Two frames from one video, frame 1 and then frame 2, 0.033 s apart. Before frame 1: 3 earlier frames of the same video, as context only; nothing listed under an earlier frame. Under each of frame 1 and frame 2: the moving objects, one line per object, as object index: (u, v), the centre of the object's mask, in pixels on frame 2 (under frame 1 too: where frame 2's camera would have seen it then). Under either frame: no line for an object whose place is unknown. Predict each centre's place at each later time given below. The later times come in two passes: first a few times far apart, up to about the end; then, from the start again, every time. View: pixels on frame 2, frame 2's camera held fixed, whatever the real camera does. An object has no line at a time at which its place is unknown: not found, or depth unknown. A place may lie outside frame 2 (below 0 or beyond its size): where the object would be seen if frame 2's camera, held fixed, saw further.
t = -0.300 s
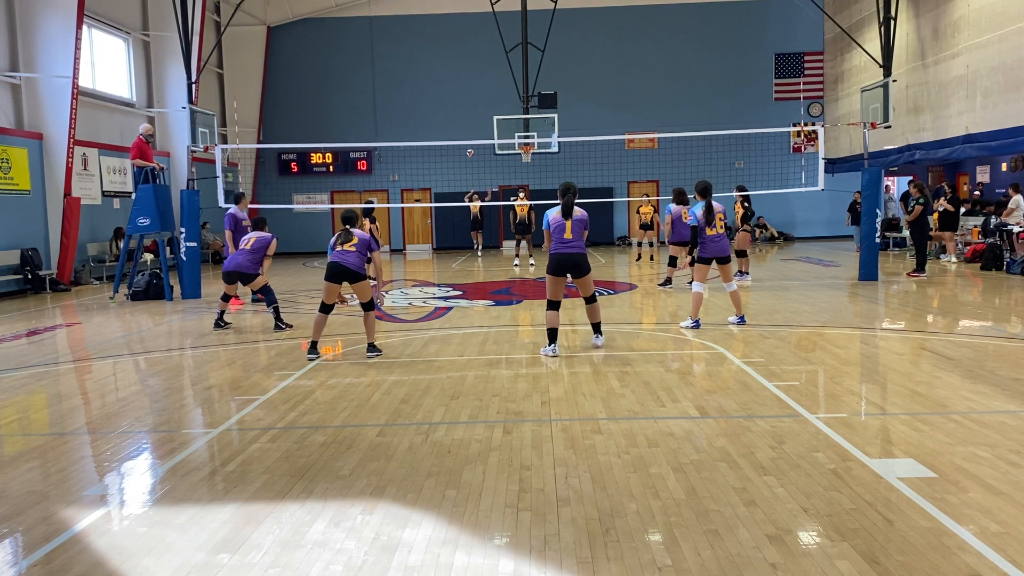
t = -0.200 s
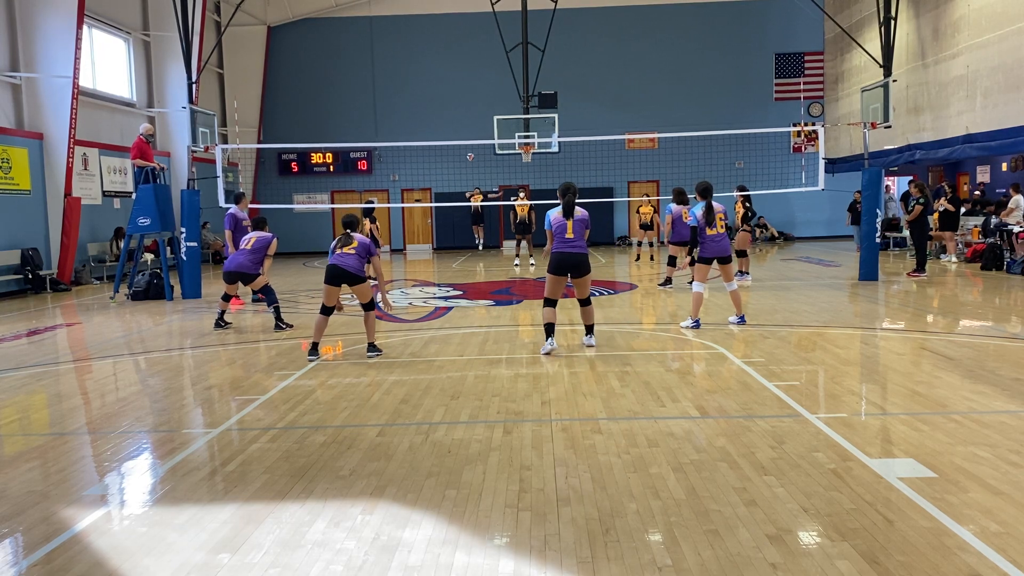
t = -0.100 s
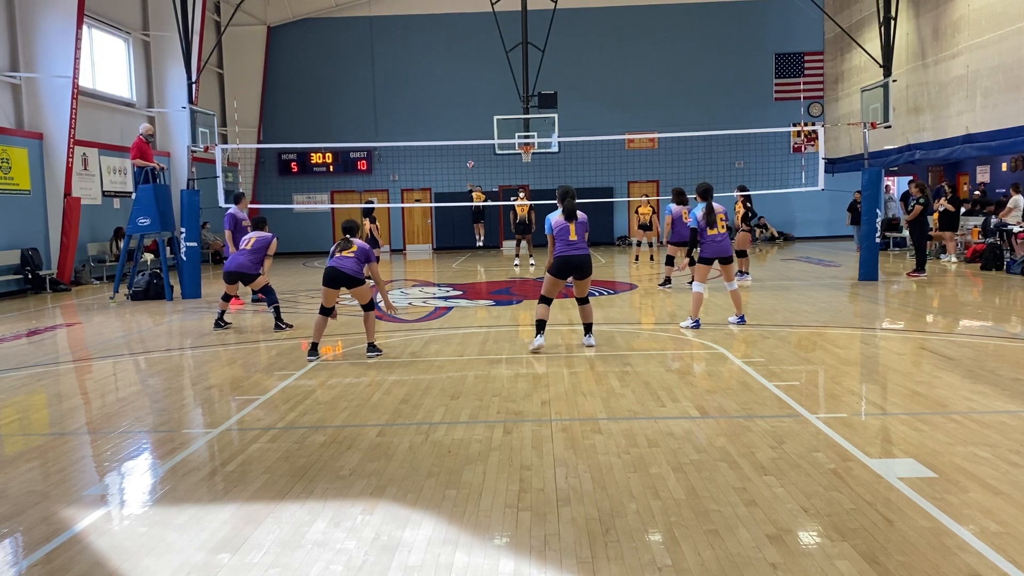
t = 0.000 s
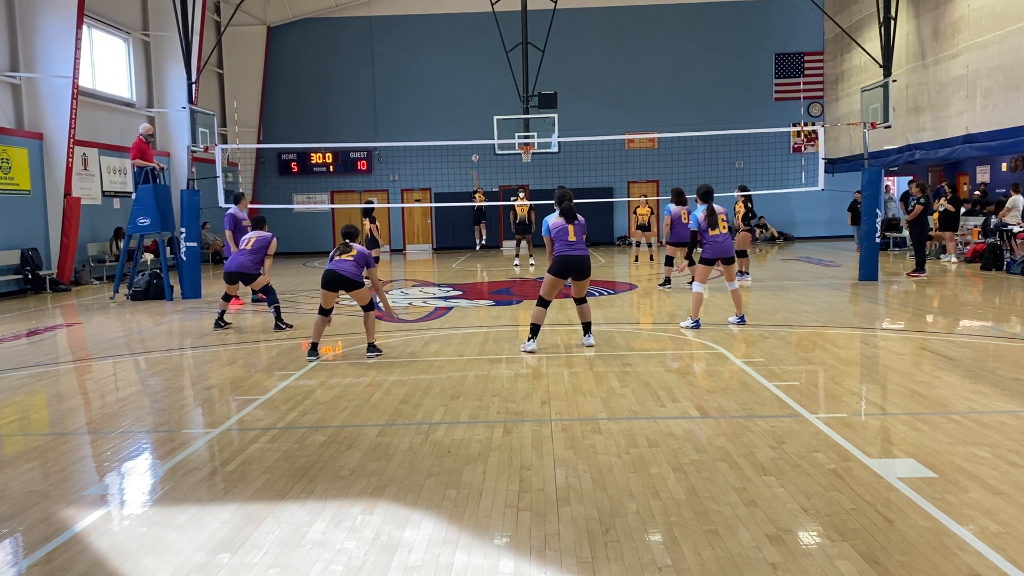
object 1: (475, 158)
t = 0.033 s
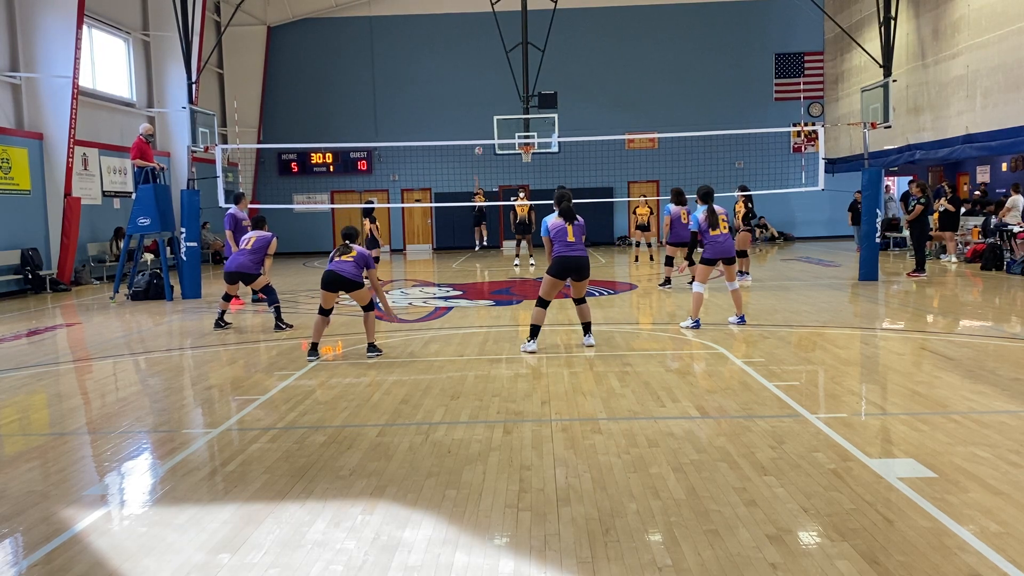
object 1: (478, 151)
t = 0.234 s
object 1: (501, 110)
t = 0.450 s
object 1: (530, 78)
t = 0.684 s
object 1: (566, 63)
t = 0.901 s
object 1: (605, 77)
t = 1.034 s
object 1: (633, 104)
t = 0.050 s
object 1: (480, 147)
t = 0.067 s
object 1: (482, 144)
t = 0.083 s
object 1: (484, 138)
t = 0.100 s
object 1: (486, 136)
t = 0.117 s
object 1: (488, 133)
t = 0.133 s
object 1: (490, 129)
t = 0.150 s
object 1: (491, 126)
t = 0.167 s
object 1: (493, 122)
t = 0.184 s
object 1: (495, 119)
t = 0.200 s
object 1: (497, 116)
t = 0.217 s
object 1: (499, 112)
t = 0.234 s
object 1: (501, 110)
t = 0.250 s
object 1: (503, 107)
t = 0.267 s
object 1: (505, 104)
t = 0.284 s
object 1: (508, 102)
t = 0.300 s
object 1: (510, 99)
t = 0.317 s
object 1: (512, 96)
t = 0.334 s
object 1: (514, 94)
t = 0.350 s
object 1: (516, 91)
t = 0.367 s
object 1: (518, 89)
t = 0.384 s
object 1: (521, 87)
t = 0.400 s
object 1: (523, 85)
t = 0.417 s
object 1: (525, 83)
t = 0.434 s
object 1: (528, 80)
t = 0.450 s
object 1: (530, 78)
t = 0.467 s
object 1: (533, 76)
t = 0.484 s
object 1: (535, 75)
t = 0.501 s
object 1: (538, 73)
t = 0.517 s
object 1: (540, 71)
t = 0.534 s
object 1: (542, 70)
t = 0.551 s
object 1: (545, 69)
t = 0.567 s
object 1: (547, 67)
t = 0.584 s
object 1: (550, 66)
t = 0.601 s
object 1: (553, 65)
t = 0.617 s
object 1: (555, 65)
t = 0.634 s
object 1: (558, 64)
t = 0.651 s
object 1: (560, 63)
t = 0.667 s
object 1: (563, 63)
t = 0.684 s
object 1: (566, 63)
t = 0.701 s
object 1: (569, 63)
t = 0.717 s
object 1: (572, 63)
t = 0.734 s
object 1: (574, 63)
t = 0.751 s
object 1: (577, 64)
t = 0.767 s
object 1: (580, 64)
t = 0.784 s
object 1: (583, 65)
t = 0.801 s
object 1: (586, 66)
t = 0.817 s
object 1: (589, 68)
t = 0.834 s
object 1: (592, 69)
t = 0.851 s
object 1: (595, 71)
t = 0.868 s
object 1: (599, 72)
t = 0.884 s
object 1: (602, 74)
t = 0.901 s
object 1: (605, 77)
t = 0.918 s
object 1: (609, 79)
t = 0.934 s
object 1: (612, 82)
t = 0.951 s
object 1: (616, 85)
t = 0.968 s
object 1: (619, 88)
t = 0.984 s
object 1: (623, 92)
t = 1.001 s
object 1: (626, 95)
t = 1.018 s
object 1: (630, 99)
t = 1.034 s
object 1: (633, 104)
